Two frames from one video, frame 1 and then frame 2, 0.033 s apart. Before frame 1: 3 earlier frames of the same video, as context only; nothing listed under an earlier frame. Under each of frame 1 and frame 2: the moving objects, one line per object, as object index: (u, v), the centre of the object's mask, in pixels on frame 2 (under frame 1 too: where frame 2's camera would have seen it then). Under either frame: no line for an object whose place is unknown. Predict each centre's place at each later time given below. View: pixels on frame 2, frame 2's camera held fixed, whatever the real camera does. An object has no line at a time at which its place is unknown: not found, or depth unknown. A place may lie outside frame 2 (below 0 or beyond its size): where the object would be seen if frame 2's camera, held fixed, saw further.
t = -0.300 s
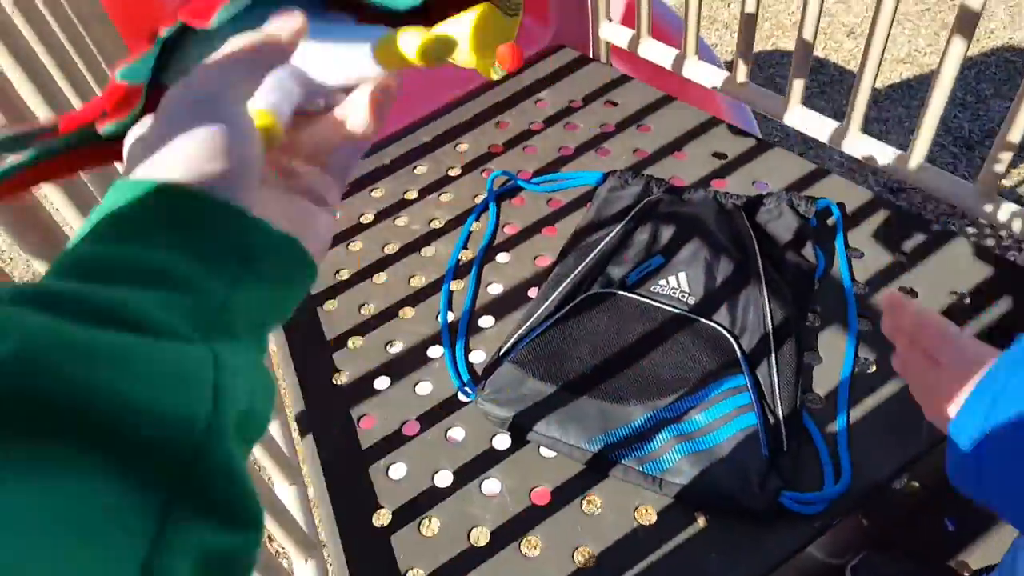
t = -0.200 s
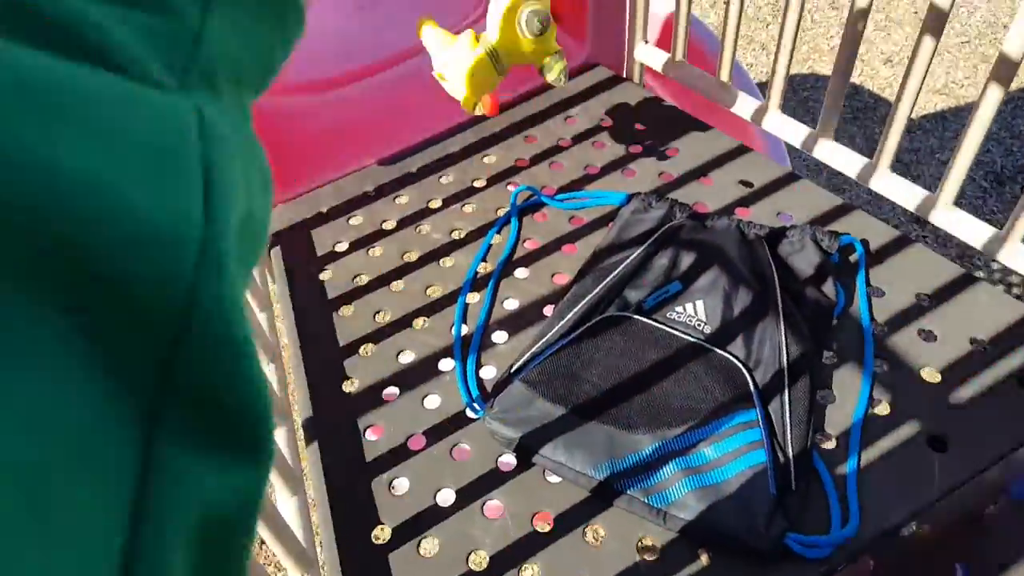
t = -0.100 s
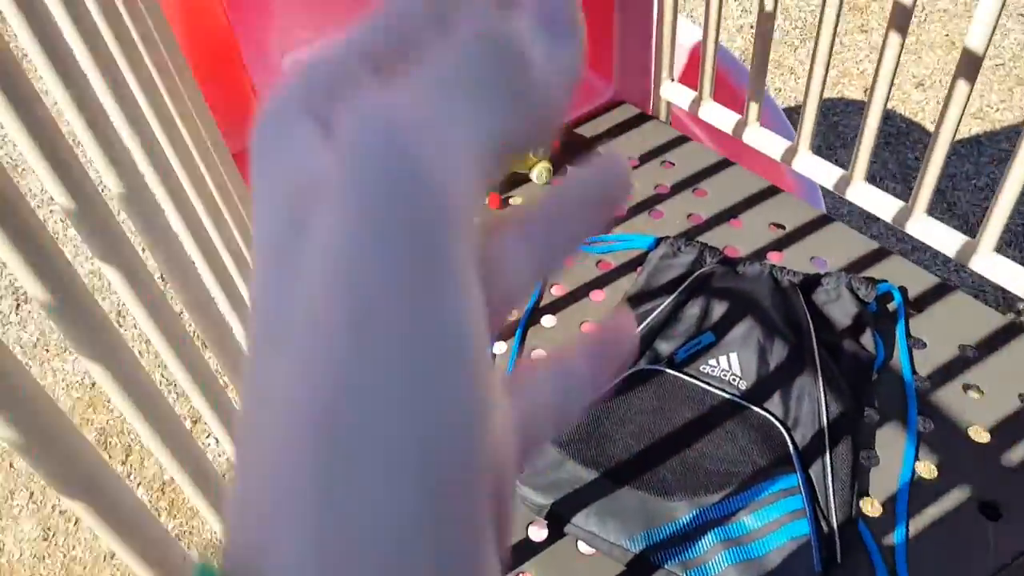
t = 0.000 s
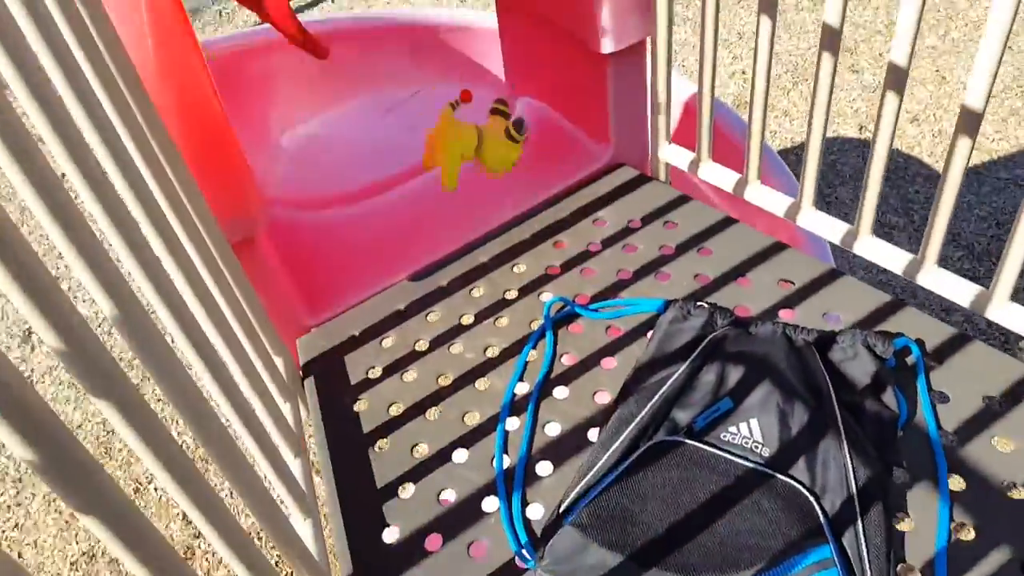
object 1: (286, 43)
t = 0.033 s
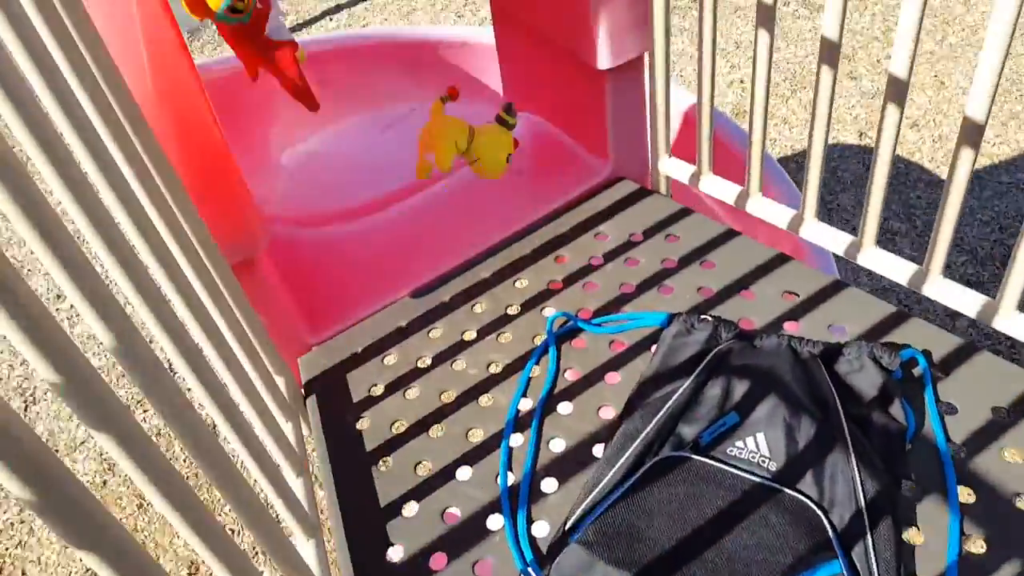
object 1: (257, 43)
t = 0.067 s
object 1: (261, 56)
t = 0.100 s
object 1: (269, 78)
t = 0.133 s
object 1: (279, 113)
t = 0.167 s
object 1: (291, 145)
